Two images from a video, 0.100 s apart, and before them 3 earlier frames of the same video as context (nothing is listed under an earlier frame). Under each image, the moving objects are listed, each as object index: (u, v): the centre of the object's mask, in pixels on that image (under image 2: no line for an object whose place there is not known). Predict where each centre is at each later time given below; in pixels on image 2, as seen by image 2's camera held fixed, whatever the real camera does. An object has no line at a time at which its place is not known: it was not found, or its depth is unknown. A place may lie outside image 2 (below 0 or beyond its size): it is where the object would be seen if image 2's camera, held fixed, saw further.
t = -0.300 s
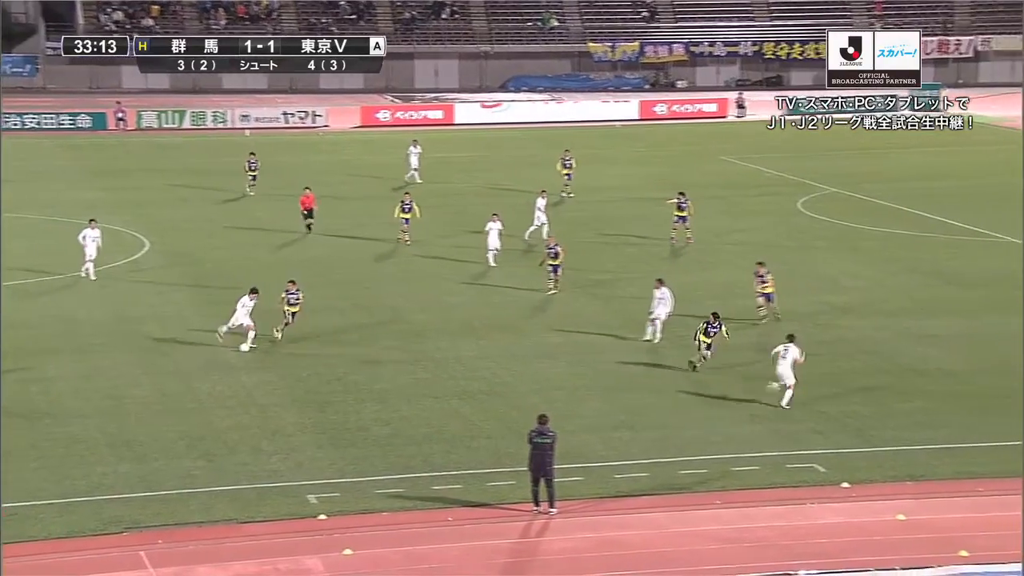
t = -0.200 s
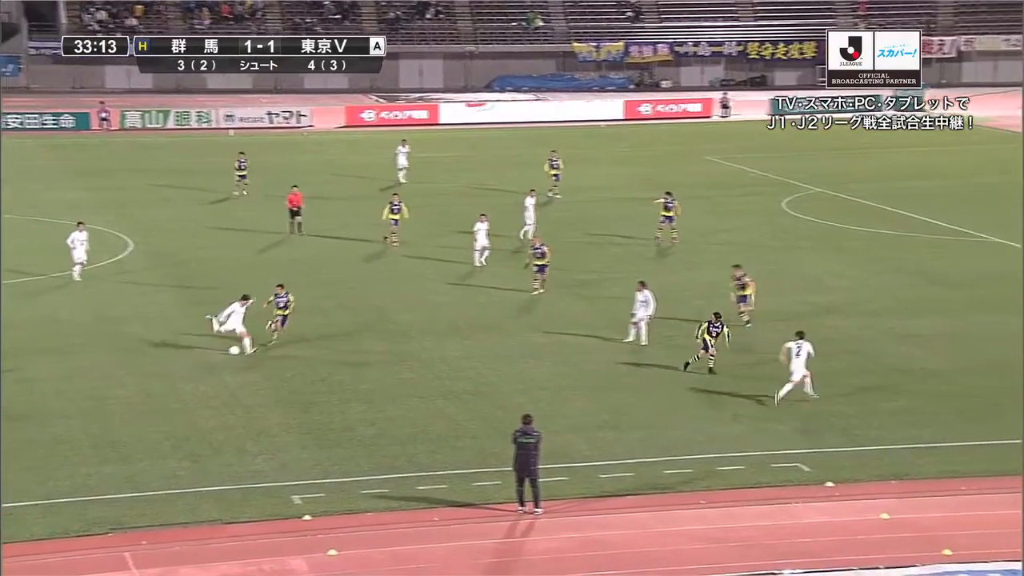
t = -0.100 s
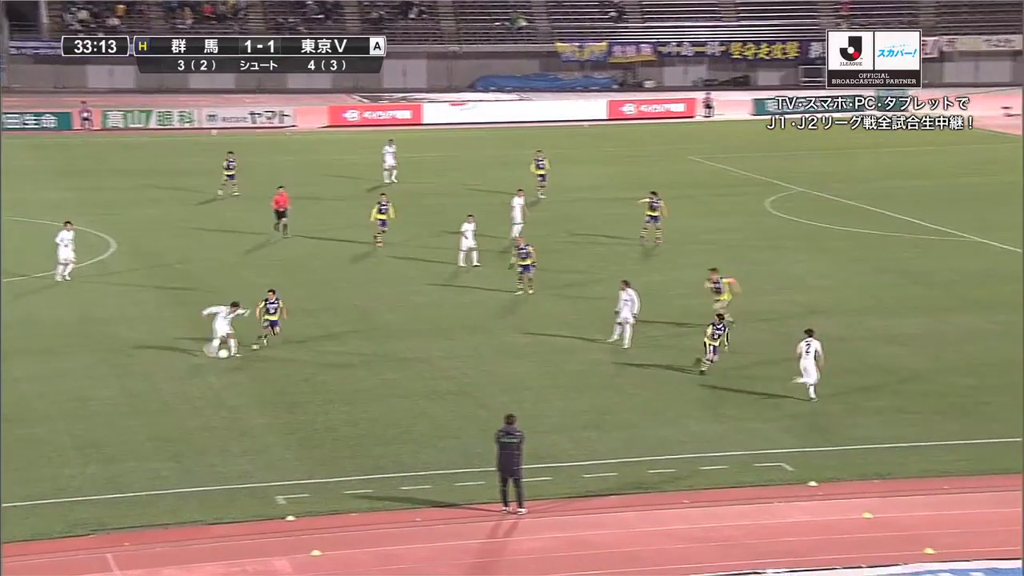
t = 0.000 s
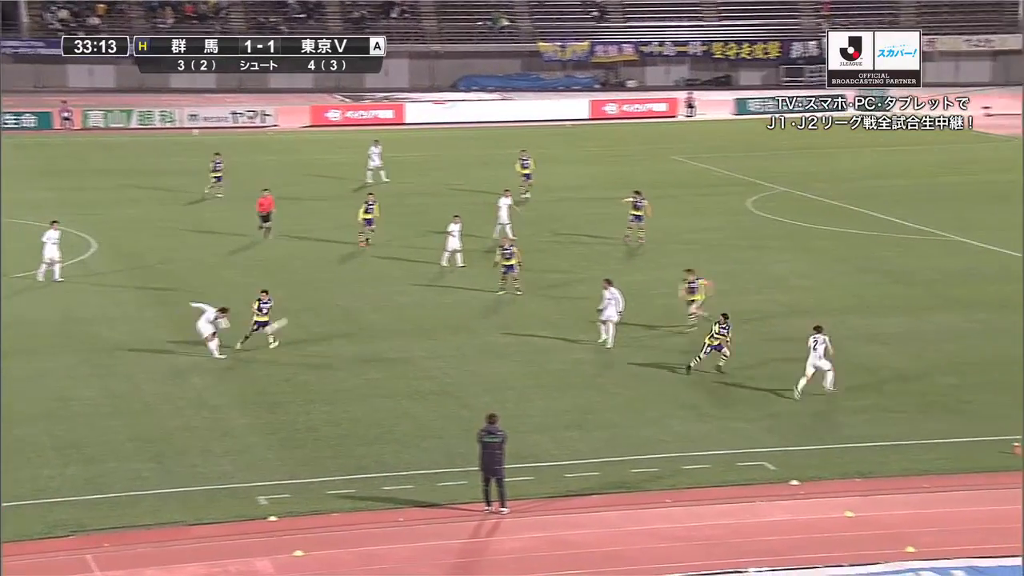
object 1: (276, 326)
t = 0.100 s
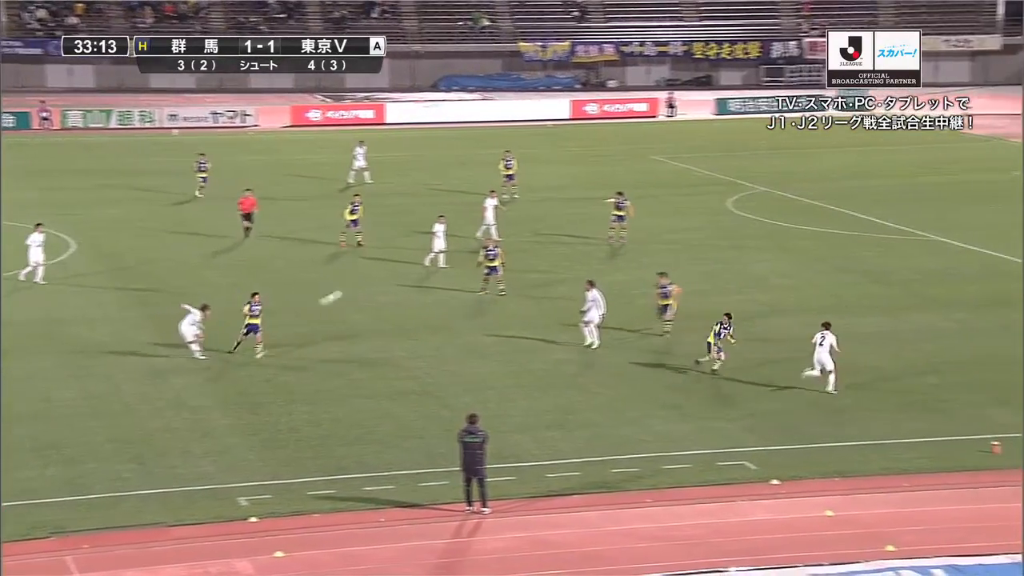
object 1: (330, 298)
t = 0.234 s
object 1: (423, 265)
